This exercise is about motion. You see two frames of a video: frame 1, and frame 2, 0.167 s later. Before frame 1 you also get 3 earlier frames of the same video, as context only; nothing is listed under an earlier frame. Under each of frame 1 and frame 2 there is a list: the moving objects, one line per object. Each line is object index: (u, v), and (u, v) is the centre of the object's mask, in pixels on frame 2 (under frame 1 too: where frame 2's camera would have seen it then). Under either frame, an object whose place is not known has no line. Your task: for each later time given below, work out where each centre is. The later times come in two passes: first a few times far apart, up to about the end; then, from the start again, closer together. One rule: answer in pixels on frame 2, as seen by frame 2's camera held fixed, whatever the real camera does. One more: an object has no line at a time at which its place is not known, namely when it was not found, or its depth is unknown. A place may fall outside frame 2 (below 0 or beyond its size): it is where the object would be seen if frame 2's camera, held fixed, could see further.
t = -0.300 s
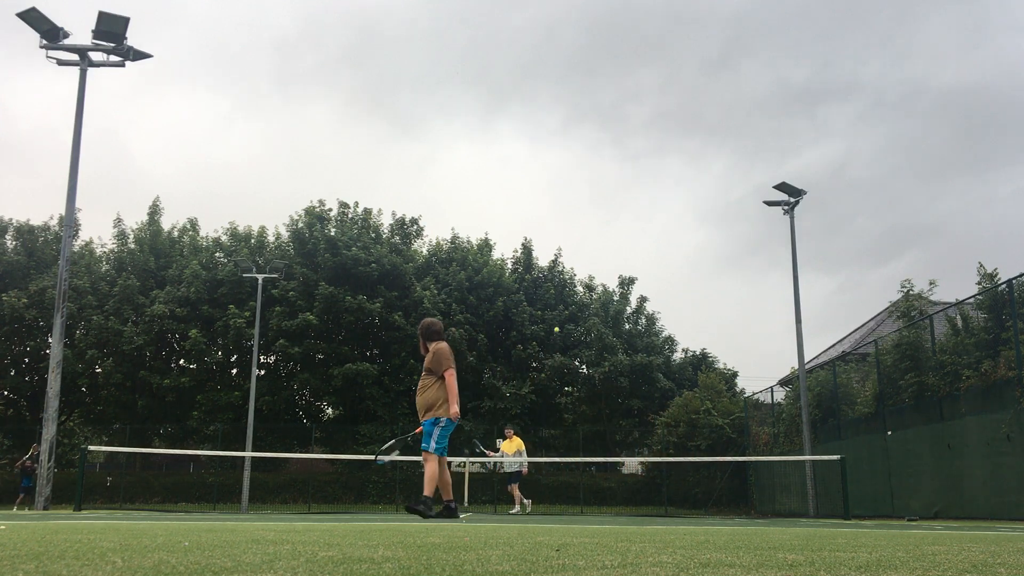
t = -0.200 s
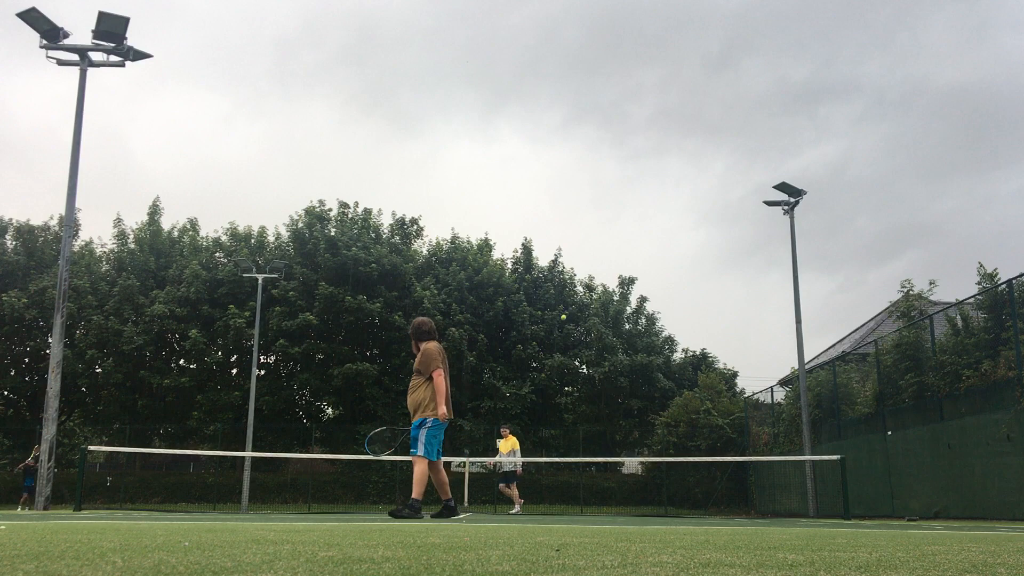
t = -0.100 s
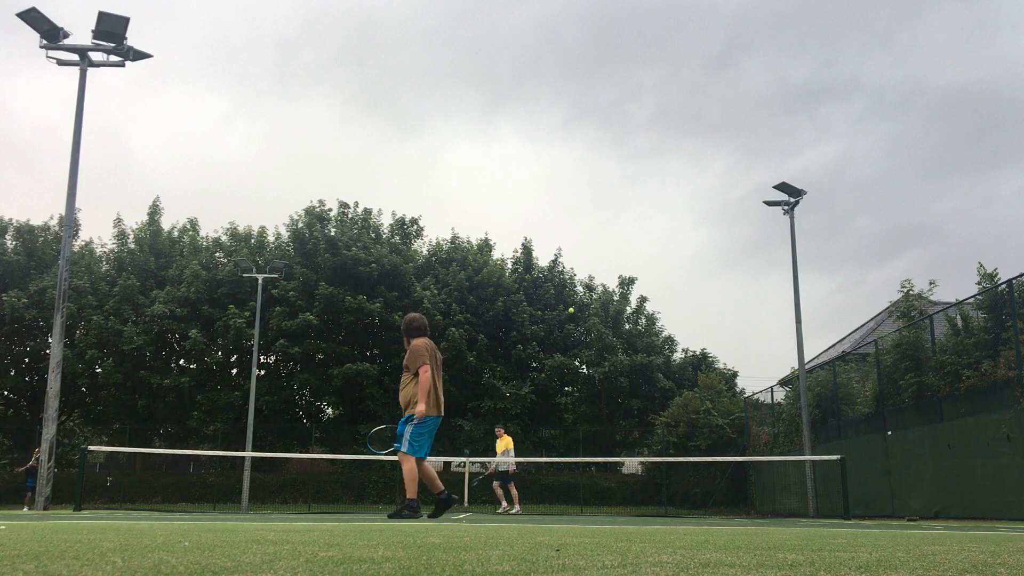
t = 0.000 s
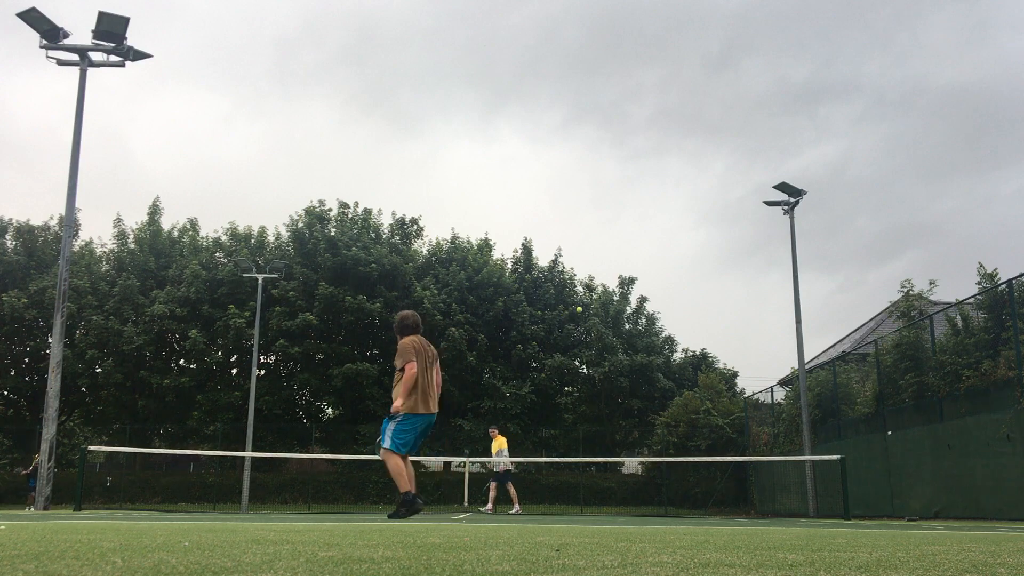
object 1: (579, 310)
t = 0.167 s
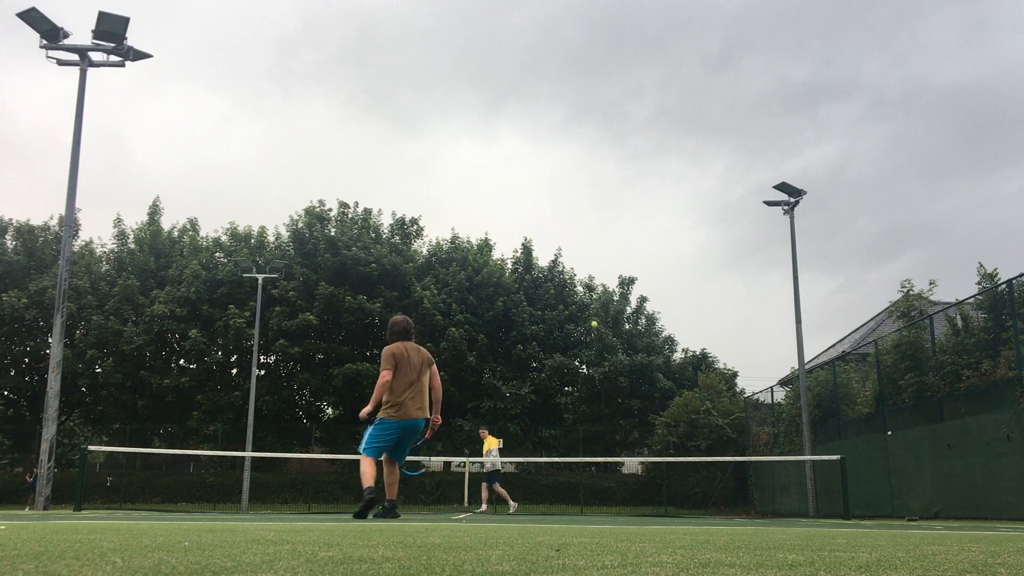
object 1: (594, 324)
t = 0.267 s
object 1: (604, 345)
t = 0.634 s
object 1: (652, 515)
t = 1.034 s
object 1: (699, 369)
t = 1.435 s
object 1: (765, 387)
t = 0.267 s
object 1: (604, 345)
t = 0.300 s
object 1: (608, 353)
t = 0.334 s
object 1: (611, 364)
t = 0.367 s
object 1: (615, 375)
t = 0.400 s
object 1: (619, 387)
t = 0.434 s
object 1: (623, 401)
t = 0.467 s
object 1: (627, 417)
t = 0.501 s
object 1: (632, 434)
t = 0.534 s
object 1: (636, 453)
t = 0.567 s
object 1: (641, 474)
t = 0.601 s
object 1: (646, 497)
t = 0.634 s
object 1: (652, 515)
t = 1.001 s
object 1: (695, 376)
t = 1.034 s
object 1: (699, 369)
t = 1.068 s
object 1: (704, 364)
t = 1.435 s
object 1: (765, 387)
